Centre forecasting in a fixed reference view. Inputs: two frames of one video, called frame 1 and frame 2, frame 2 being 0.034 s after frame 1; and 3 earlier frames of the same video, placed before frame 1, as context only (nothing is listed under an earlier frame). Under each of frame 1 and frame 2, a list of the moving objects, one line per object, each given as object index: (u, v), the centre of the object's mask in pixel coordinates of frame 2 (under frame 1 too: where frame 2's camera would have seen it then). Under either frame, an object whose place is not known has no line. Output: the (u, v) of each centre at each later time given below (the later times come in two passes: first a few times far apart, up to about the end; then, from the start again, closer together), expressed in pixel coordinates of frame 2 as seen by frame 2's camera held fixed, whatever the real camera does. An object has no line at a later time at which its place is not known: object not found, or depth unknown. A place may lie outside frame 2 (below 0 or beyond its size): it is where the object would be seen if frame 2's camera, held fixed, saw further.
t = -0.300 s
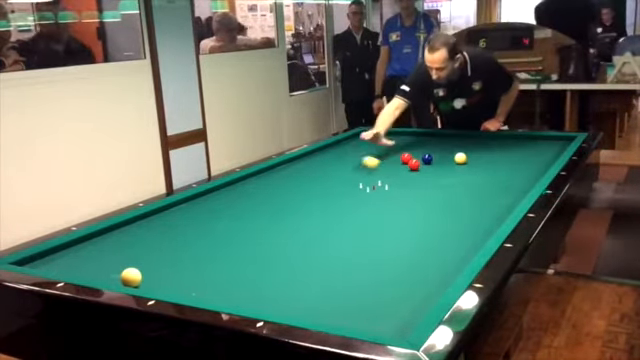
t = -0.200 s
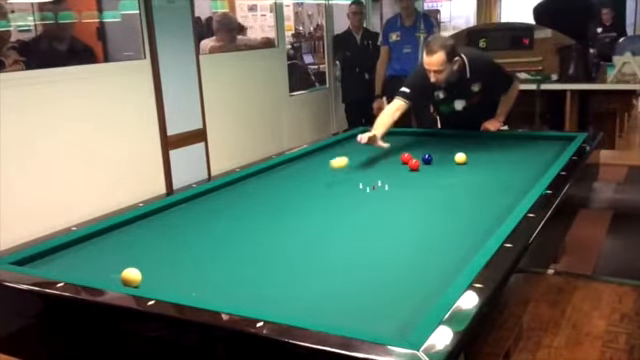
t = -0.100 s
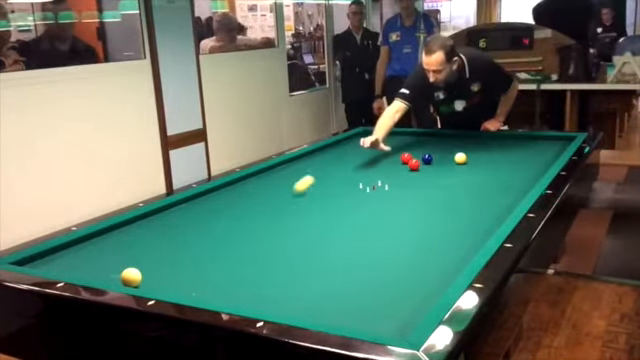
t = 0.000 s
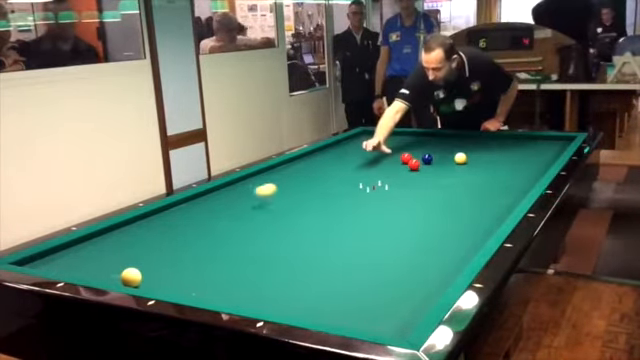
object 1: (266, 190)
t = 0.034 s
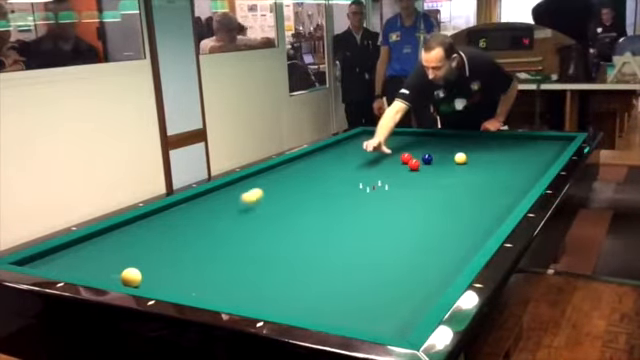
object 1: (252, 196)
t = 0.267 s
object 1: (145, 234)
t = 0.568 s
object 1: (70, 250)
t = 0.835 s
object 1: (131, 221)
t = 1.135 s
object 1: (186, 203)
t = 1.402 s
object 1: (225, 190)
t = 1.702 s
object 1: (263, 178)
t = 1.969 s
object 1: (292, 168)
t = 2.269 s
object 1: (321, 159)
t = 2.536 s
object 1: (344, 151)
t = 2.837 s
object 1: (366, 143)
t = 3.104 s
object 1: (384, 138)
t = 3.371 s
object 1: (400, 133)
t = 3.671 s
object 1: (399, 135)
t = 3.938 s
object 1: (398, 138)
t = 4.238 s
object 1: (398, 142)
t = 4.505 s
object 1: (396, 145)
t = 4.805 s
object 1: (395, 150)
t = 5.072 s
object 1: (394, 153)
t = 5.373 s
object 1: (393, 157)
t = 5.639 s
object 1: (393, 161)
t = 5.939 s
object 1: (391, 165)
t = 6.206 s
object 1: (391, 168)
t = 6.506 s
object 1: (390, 173)
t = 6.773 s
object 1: (389, 177)
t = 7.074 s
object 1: (388, 181)
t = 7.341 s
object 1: (387, 185)
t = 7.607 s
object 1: (386, 189)
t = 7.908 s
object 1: (386, 193)
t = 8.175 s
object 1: (385, 197)
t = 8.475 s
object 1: (384, 202)
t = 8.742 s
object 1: (383, 206)
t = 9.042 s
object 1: (382, 210)
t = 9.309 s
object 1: (381, 214)
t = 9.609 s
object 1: (380, 218)
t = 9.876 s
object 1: (379, 222)
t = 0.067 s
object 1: (238, 204)
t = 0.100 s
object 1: (224, 209)
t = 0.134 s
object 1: (209, 211)
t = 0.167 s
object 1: (194, 217)
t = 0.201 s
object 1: (178, 223)
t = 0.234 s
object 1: (162, 228)
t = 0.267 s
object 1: (145, 234)
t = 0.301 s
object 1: (127, 239)
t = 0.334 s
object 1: (110, 245)
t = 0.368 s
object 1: (91, 250)
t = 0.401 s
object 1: (72, 256)
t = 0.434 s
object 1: (54, 261)
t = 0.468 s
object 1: (40, 264)
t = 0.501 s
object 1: (49, 260)
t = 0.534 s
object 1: (60, 255)
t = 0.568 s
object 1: (70, 250)
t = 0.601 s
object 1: (79, 246)
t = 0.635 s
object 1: (88, 242)
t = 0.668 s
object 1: (96, 238)
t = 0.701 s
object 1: (104, 234)
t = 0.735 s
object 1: (111, 230)
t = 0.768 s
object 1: (117, 227)
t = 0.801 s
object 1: (124, 224)
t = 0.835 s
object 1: (131, 221)
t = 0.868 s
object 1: (139, 219)
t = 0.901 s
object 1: (146, 217)
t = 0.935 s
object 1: (152, 214)
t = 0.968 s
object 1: (158, 212)
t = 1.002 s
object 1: (164, 211)
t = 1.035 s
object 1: (170, 209)
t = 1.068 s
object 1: (175, 207)
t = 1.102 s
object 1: (181, 205)
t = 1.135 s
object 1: (186, 203)
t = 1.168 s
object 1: (191, 202)
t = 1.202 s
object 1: (197, 200)
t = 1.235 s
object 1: (202, 198)
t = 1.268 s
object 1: (206, 197)
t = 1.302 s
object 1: (211, 195)
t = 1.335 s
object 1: (216, 193)
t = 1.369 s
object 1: (221, 192)
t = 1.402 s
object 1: (225, 190)
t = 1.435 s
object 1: (230, 189)
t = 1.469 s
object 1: (234, 187)
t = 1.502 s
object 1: (238, 186)
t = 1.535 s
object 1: (243, 184)
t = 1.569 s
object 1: (247, 183)
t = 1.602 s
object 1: (251, 182)
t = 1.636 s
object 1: (255, 181)
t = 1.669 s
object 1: (259, 179)
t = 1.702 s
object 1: (263, 178)
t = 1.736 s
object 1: (267, 176)
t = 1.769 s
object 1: (270, 175)
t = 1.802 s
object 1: (274, 174)
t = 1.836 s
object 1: (278, 173)
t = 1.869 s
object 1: (282, 172)
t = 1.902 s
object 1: (285, 171)
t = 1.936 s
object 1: (289, 169)
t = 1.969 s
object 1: (292, 168)
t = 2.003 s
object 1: (295, 167)
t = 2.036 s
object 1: (299, 166)
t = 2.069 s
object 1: (302, 165)
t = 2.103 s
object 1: (305, 164)
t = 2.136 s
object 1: (309, 162)
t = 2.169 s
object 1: (312, 161)
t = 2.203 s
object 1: (315, 160)
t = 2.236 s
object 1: (318, 160)
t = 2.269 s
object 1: (321, 159)
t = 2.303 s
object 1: (324, 158)
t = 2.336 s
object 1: (327, 156)
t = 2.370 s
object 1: (330, 155)
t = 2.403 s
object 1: (332, 155)
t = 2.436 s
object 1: (335, 154)
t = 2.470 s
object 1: (338, 153)
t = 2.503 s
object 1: (341, 152)
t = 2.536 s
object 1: (344, 151)
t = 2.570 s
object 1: (346, 150)
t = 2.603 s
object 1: (349, 149)
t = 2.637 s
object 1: (351, 149)
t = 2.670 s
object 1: (354, 148)
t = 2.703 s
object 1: (356, 147)
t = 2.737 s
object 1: (359, 146)
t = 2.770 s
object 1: (361, 145)
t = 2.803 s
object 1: (364, 145)
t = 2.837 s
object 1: (366, 143)
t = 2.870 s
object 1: (369, 143)
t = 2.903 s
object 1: (371, 142)
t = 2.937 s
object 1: (373, 141)
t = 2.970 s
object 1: (375, 140)
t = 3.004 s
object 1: (377, 140)
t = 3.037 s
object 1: (380, 139)
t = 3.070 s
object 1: (382, 139)
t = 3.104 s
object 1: (384, 138)
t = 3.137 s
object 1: (386, 137)
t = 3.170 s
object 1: (388, 136)
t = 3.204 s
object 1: (390, 136)
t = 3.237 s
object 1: (392, 135)
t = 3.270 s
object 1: (394, 135)
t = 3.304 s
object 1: (396, 134)
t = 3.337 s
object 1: (398, 133)
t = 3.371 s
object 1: (400, 133)
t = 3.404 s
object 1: (402, 132)
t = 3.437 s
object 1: (401, 132)
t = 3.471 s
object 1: (401, 133)
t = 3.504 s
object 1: (400, 133)
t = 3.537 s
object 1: (400, 134)
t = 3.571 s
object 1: (400, 134)
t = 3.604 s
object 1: (400, 134)
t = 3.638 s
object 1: (400, 135)
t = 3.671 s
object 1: (399, 135)
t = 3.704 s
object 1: (399, 136)
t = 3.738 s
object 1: (399, 136)
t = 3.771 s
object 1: (399, 137)
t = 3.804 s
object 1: (399, 137)
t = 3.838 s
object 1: (399, 138)
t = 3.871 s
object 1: (399, 138)
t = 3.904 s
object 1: (399, 138)
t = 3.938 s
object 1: (398, 138)
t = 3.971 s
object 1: (398, 139)
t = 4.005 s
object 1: (398, 139)
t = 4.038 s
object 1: (398, 140)
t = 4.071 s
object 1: (398, 140)
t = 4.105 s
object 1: (398, 141)
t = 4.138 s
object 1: (398, 141)
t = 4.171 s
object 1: (398, 141)
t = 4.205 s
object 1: (398, 142)
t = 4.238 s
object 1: (398, 142)
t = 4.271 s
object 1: (397, 143)
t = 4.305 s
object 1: (397, 143)
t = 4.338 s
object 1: (397, 143)
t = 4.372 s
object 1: (397, 144)
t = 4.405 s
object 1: (397, 144)
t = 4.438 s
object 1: (397, 145)
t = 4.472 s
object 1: (397, 145)
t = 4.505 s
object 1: (396, 145)
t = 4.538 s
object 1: (396, 146)
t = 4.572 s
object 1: (396, 146)
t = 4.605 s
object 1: (396, 147)
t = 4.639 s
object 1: (396, 147)
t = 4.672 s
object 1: (396, 147)
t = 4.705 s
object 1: (395, 148)
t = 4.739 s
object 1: (395, 149)
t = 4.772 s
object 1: (395, 149)
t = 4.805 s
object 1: (395, 150)
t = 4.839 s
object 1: (395, 150)
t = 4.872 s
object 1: (395, 150)
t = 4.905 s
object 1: (395, 151)
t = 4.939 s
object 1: (395, 151)
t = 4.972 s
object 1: (395, 152)
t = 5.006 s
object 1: (394, 152)
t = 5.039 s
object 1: (394, 152)
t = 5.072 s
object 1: (394, 153)
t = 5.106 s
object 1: (394, 154)
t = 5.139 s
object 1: (394, 154)
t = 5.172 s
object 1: (394, 154)
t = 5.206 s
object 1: (394, 155)
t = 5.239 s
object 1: (393, 155)
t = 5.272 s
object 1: (393, 156)
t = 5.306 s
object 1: (393, 156)
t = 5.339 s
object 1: (393, 157)
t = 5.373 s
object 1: (393, 157)
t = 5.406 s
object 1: (393, 158)
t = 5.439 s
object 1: (393, 158)
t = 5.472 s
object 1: (393, 158)
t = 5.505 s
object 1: (393, 159)
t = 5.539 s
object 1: (393, 159)
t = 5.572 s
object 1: (393, 160)
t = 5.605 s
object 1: (393, 160)
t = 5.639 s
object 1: (393, 161)
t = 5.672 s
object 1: (392, 161)
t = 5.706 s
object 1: (392, 161)
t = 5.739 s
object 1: (392, 162)
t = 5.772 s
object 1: (392, 162)
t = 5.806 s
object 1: (392, 163)
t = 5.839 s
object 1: (392, 163)
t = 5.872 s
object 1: (392, 164)
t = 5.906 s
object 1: (392, 164)
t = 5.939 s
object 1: (391, 165)
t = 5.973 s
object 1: (391, 165)
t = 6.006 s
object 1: (391, 166)
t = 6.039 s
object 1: (391, 166)
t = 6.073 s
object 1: (391, 167)
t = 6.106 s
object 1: (391, 167)
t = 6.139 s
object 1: (391, 168)
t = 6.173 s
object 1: (391, 168)
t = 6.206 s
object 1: (391, 168)
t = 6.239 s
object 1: (391, 169)
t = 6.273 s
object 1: (390, 169)
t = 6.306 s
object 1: (390, 170)
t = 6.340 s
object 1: (390, 170)
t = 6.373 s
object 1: (390, 171)
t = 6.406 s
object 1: (390, 171)
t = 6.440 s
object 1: (390, 172)
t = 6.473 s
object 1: (390, 172)
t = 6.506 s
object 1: (390, 173)
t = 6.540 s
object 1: (390, 173)
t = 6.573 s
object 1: (390, 174)
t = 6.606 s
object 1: (389, 174)
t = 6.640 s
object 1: (389, 175)
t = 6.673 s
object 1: (389, 175)
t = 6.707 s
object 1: (389, 176)
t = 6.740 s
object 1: (389, 176)
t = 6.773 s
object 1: (389, 177)
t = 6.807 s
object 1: (389, 177)
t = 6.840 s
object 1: (389, 178)
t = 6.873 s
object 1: (389, 178)
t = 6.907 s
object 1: (389, 178)
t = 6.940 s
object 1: (389, 179)
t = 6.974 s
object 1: (388, 179)
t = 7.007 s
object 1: (389, 180)
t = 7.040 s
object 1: (388, 180)
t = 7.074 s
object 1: (388, 181)
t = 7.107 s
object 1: (388, 181)
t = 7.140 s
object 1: (388, 182)
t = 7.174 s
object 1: (388, 183)
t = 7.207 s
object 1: (388, 183)
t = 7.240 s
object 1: (387, 184)
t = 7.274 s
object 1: (387, 184)
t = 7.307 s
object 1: (387, 185)
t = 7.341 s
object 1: (387, 185)
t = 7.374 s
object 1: (387, 186)
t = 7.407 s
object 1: (387, 186)
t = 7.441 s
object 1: (387, 187)
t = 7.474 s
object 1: (387, 187)
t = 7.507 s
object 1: (387, 188)
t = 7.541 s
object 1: (387, 188)
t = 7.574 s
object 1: (387, 188)
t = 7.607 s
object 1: (386, 189)
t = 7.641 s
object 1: (386, 189)
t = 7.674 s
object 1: (386, 190)
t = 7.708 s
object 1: (386, 191)
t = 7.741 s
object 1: (386, 191)
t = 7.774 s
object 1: (386, 192)
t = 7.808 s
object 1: (386, 192)
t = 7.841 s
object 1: (386, 192)
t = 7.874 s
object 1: (386, 193)
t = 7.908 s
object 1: (386, 193)
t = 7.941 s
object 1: (385, 194)
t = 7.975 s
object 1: (385, 194)
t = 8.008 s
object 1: (385, 194)
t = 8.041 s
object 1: (385, 195)
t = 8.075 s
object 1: (385, 196)
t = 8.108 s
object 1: (385, 196)
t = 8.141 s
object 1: (385, 197)
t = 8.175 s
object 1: (385, 197)
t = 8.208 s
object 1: (385, 198)
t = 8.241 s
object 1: (385, 198)
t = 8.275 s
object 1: (384, 199)
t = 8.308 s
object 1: (384, 199)
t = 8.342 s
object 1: (384, 200)
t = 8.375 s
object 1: (384, 200)
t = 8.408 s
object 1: (384, 201)
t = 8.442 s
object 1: (384, 201)
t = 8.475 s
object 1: (384, 202)
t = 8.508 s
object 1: (384, 202)
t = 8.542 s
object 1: (384, 203)
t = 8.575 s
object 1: (384, 203)
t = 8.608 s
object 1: (384, 204)
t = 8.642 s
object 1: (383, 204)
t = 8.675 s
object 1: (383, 205)
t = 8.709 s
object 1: (383, 205)
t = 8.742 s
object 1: (383, 206)
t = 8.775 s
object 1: (383, 206)
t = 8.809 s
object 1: (383, 207)
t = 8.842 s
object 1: (383, 207)
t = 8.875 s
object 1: (383, 208)
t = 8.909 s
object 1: (383, 208)
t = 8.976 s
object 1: (383, 209)
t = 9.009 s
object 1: (382, 210)
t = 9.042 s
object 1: (382, 210)
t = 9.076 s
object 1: (382, 211)
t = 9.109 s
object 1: (382, 211)
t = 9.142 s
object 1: (382, 212)
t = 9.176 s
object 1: (382, 212)
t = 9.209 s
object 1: (381, 213)
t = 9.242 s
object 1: (382, 213)
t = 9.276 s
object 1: (381, 213)
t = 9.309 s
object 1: (381, 214)
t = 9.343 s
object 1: (381, 214)
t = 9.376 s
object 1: (381, 215)
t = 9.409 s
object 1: (381, 216)
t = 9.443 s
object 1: (381, 216)
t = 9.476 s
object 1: (381, 217)
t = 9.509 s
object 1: (381, 217)
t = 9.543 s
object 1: (380, 217)
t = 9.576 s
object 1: (380, 218)
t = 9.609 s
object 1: (380, 218)
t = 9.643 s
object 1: (380, 218)
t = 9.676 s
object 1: (380, 219)
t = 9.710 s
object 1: (380, 219)
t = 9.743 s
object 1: (380, 220)
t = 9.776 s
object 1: (379, 220)
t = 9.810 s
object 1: (379, 221)
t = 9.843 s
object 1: (379, 221)
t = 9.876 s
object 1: (379, 222)
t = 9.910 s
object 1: (379, 222)
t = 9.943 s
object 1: (379, 222)
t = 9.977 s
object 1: (379, 223)
